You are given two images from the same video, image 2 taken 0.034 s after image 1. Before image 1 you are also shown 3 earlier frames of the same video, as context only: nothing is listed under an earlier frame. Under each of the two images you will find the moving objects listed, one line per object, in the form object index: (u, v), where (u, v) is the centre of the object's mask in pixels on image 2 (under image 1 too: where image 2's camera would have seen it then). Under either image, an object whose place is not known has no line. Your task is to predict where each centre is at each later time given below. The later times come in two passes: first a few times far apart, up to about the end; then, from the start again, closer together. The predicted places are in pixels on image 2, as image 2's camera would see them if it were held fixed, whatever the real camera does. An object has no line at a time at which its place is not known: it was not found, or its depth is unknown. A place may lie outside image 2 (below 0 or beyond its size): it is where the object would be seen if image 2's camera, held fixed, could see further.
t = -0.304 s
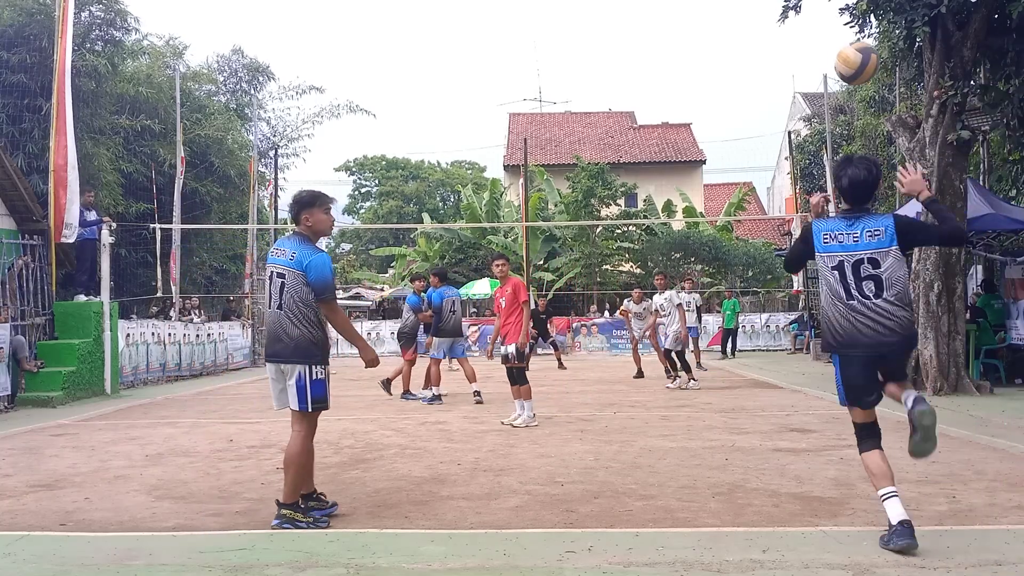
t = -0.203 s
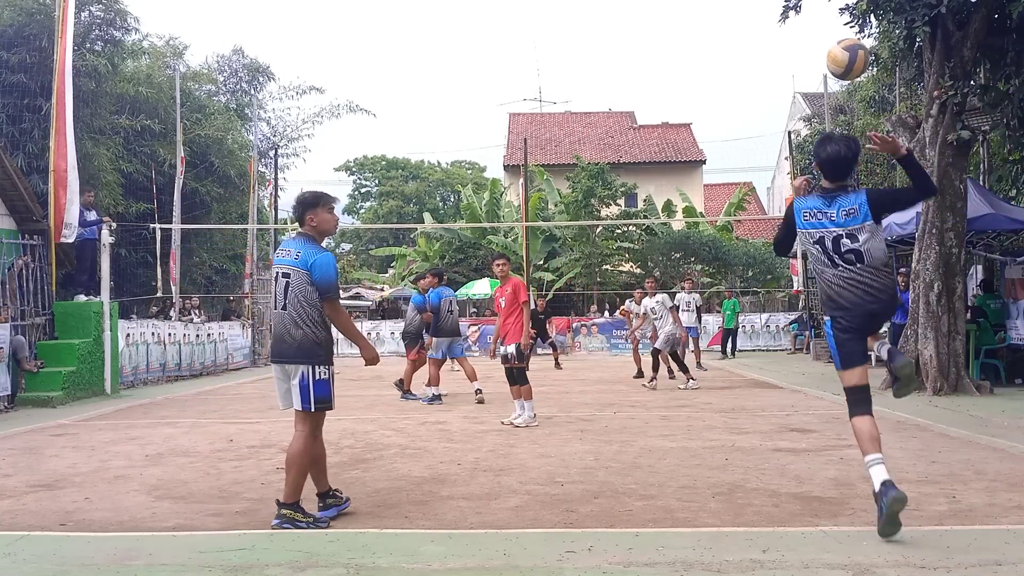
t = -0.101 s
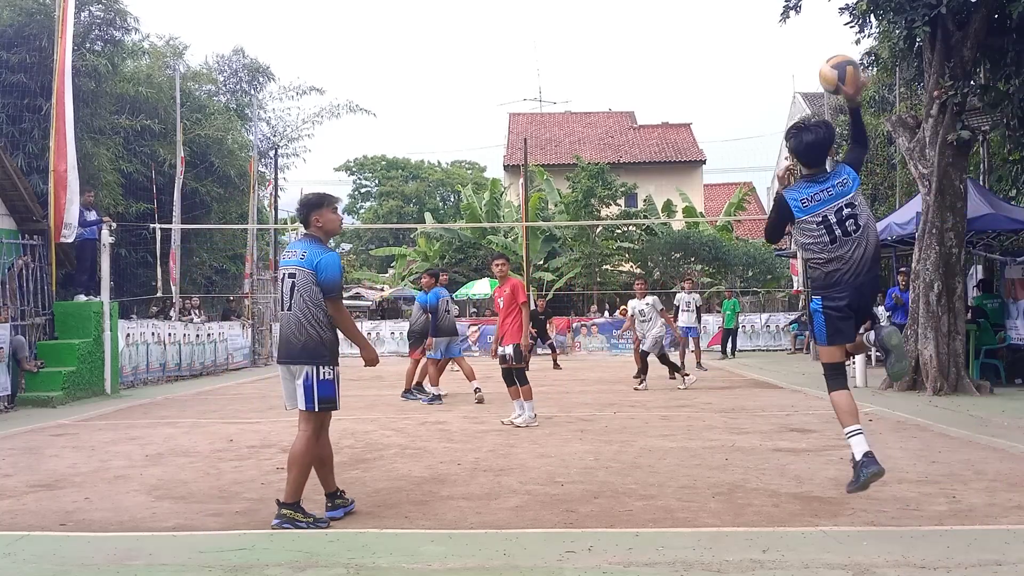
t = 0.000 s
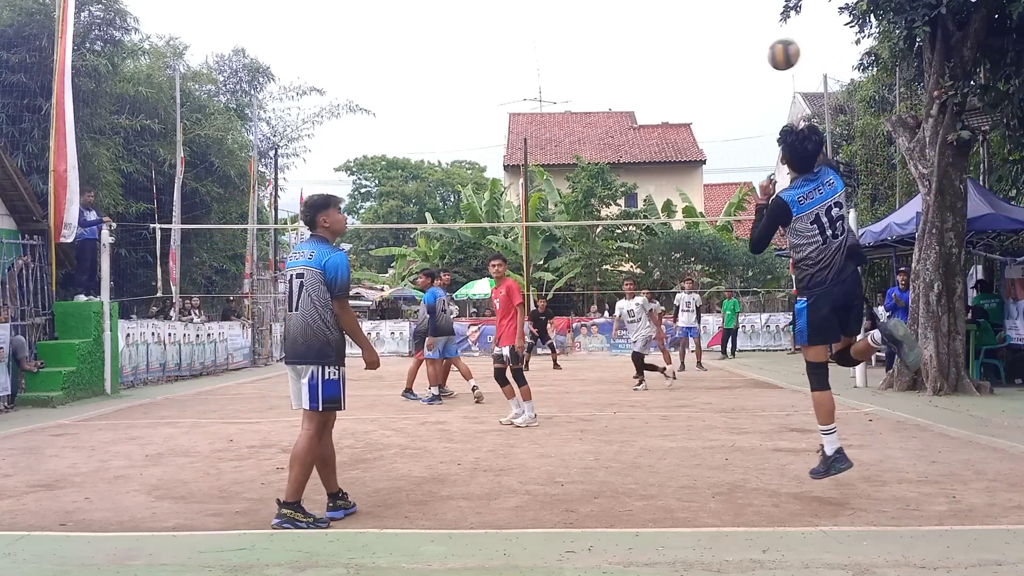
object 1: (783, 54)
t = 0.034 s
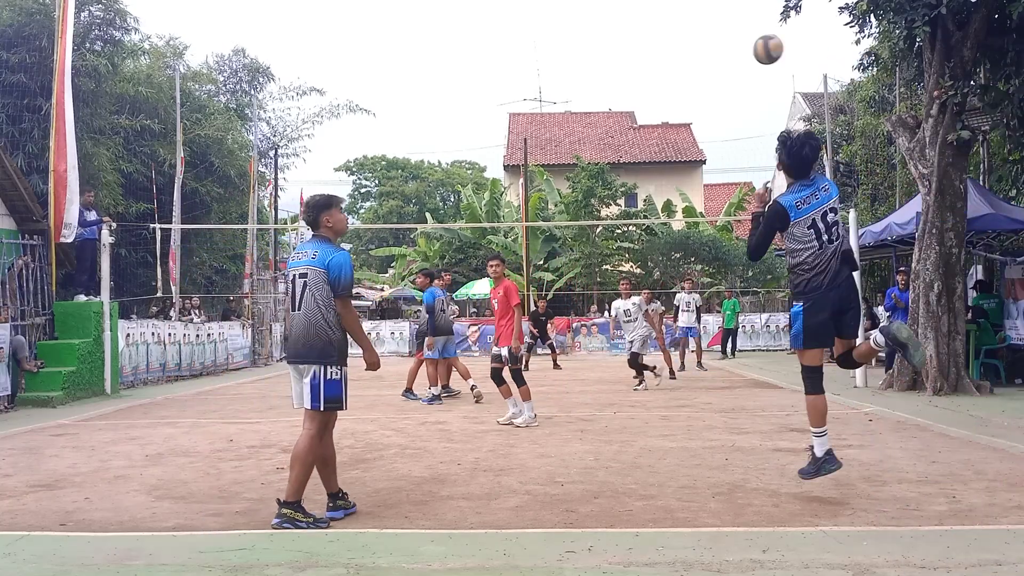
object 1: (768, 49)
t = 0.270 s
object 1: (700, 52)
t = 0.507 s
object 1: (661, 97)
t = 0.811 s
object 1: (630, 187)
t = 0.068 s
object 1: (754, 46)
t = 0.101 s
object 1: (743, 45)
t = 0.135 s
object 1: (732, 44)
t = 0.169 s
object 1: (723, 44)
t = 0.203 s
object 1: (715, 46)
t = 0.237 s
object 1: (707, 49)
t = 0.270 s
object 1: (700, 52)
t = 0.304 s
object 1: (693, 56)
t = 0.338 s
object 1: (687, 61)
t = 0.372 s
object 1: (681, 67)
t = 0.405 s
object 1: (675, 74)
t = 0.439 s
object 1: (670, 81)
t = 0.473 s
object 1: (666, 89)
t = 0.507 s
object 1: (661, 97)
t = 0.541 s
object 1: (657, 105)
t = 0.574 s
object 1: (653, 115)
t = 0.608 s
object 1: (649, 124)
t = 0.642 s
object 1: (645, 134)
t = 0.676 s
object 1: (642, 144)
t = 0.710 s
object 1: (638, 155)
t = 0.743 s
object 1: (635, 165)
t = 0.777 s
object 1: (633, 176)
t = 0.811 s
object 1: (630, 187)
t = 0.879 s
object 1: (625, 209)
